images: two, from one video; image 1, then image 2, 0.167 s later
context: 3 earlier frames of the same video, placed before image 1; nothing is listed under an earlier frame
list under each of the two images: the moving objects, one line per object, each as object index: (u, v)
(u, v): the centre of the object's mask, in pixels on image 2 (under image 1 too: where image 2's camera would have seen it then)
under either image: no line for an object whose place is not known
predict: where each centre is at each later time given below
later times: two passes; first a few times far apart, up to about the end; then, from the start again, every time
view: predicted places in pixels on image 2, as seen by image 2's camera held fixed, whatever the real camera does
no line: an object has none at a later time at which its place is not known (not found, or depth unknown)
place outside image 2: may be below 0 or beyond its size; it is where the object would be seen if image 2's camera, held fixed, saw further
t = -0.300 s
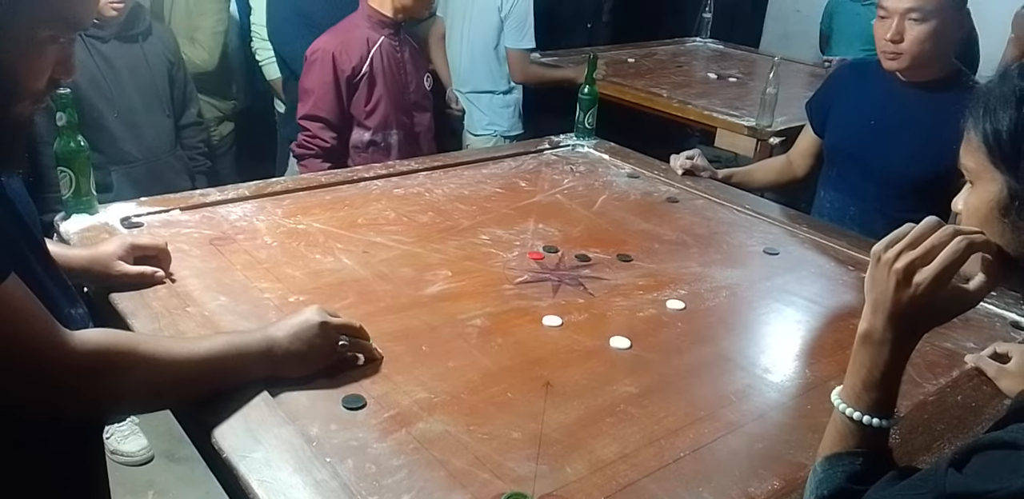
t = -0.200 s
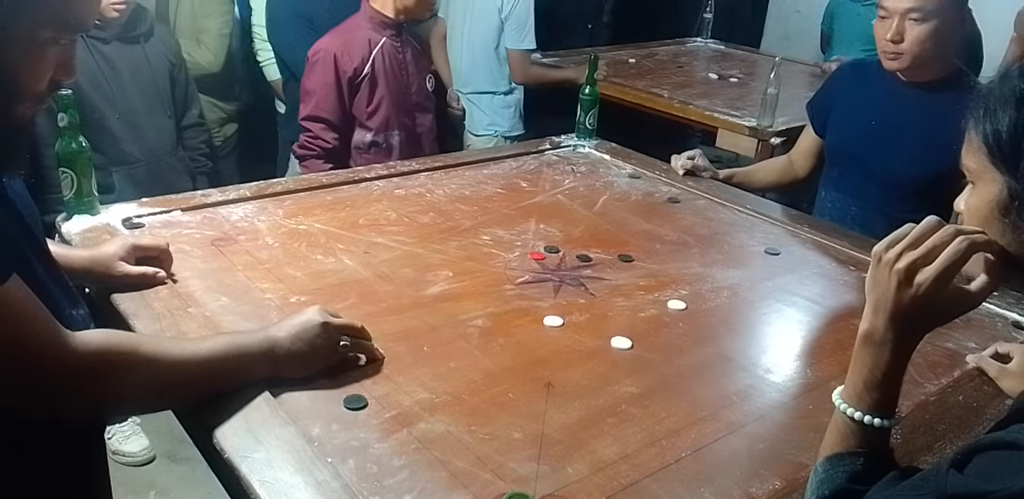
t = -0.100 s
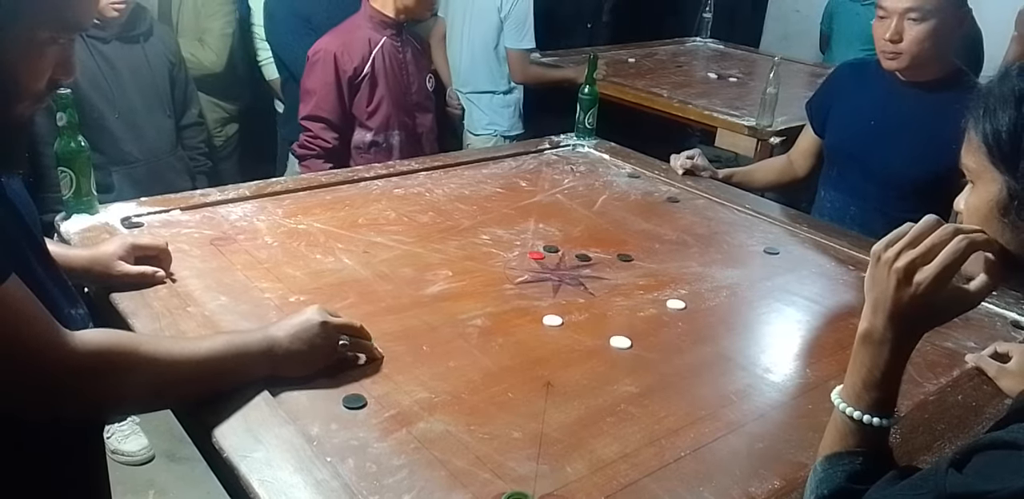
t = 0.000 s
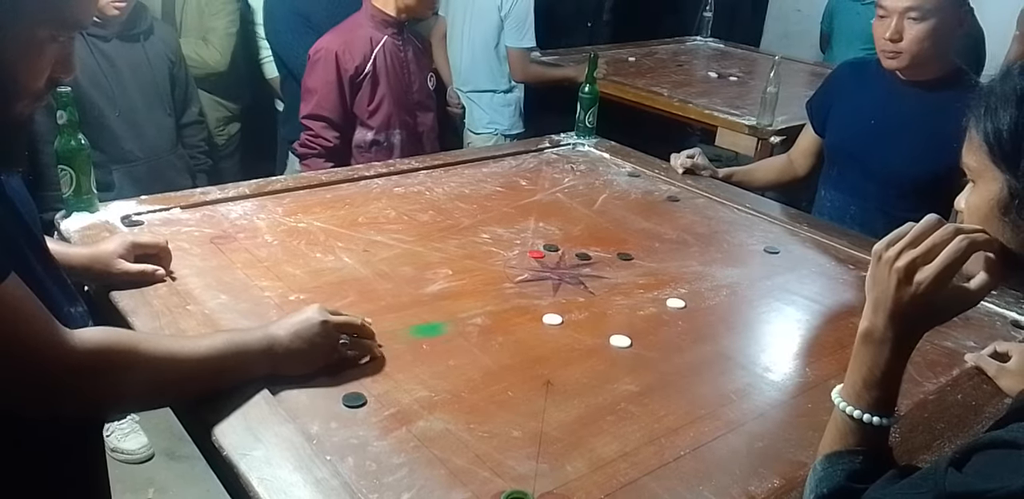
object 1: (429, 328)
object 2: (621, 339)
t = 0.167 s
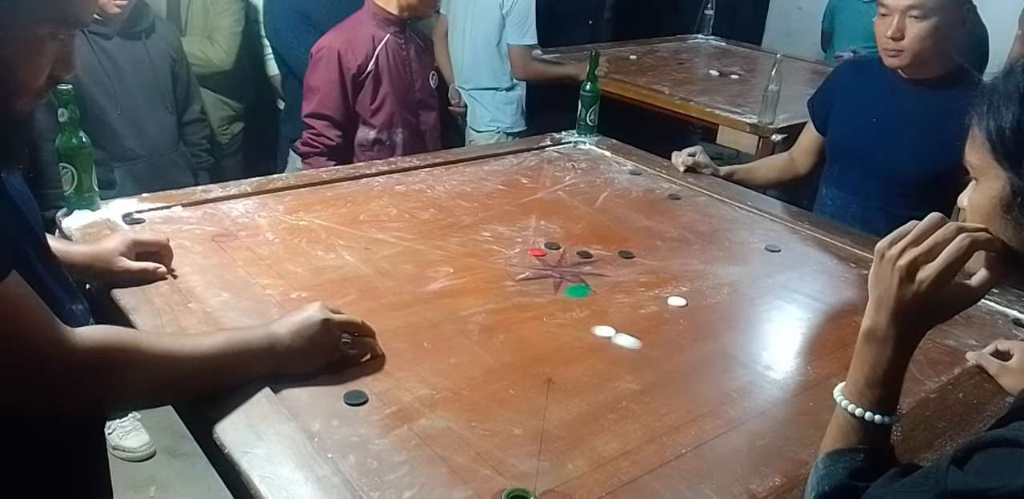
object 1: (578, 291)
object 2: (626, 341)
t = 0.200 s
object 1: (592, 285)
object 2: (642, 348)
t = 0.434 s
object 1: (674, 249)
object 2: (733, 386)
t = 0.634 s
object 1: (713, 232)
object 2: (761, 398)
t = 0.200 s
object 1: (592, 285)
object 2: (642, 348)
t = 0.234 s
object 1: (607, 278)
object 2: (659, 355)
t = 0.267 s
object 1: (621, 272)
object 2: (674, 361)
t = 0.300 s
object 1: (633, 266)
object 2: (688, 367)
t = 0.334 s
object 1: (645, 261)
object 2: (701, 373)
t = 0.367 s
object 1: (656, 257)
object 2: (713, 378)
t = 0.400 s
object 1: (665, 253)
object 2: (723, 382)
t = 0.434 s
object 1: (674, 249)
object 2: (733, 386)
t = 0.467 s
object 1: (682, 245)
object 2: (741, 390)
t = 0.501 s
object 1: (690, 242)
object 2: (747, 393)
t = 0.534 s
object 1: (697, 239)
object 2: (753, 395)
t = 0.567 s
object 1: (703, 236)
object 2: (756, 397)
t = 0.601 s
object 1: (708, 234)
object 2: (759, 398)
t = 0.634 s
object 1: (713, 232)
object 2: (761, 398)
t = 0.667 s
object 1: (718, 230)
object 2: (761, 398)
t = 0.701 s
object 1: (721, 229)
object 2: (761, 398)
